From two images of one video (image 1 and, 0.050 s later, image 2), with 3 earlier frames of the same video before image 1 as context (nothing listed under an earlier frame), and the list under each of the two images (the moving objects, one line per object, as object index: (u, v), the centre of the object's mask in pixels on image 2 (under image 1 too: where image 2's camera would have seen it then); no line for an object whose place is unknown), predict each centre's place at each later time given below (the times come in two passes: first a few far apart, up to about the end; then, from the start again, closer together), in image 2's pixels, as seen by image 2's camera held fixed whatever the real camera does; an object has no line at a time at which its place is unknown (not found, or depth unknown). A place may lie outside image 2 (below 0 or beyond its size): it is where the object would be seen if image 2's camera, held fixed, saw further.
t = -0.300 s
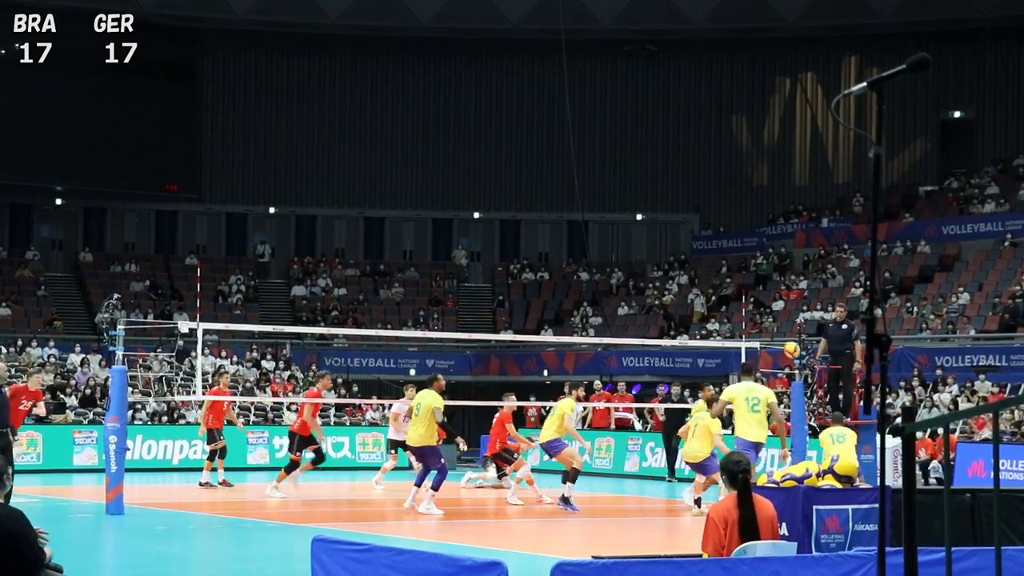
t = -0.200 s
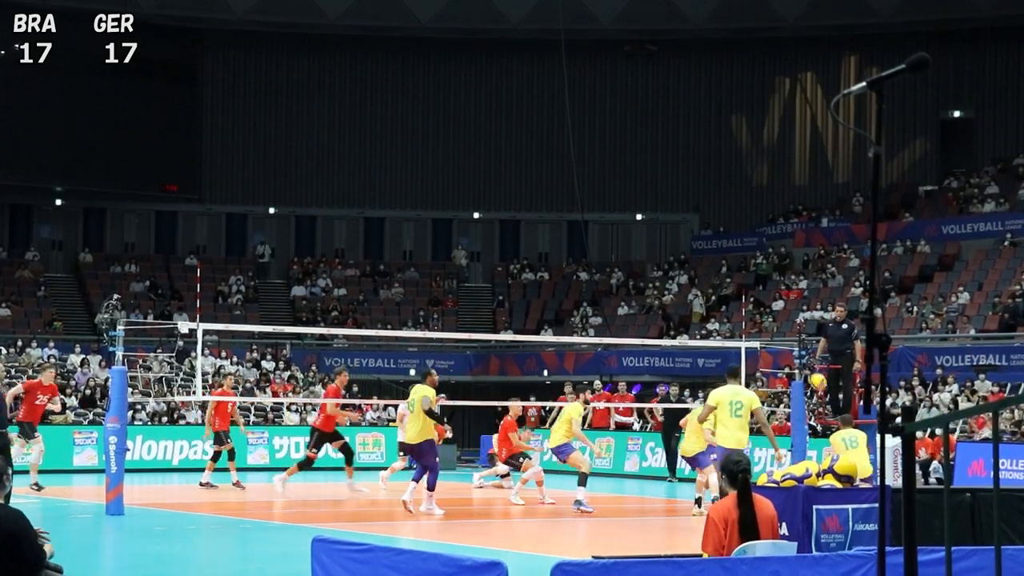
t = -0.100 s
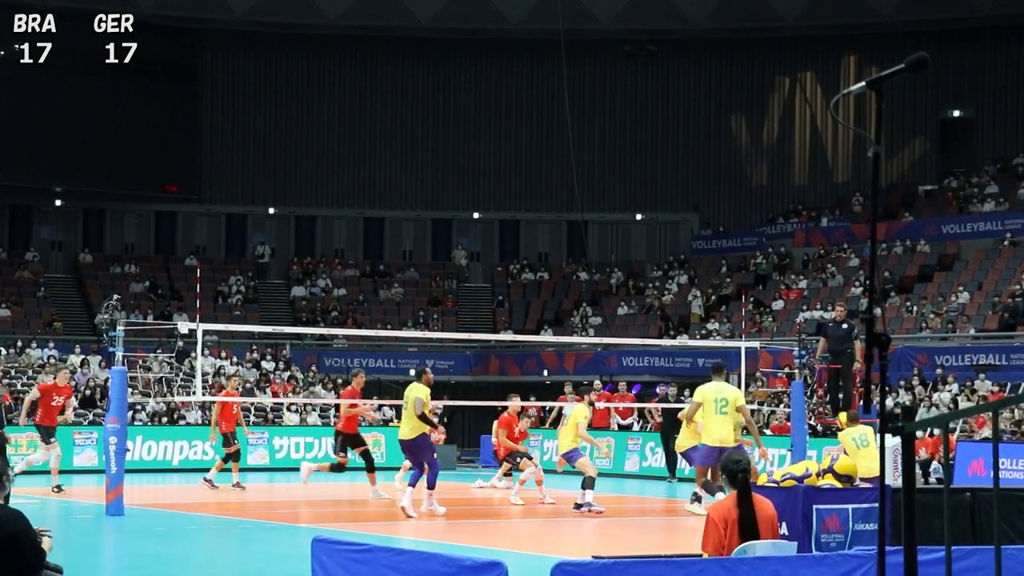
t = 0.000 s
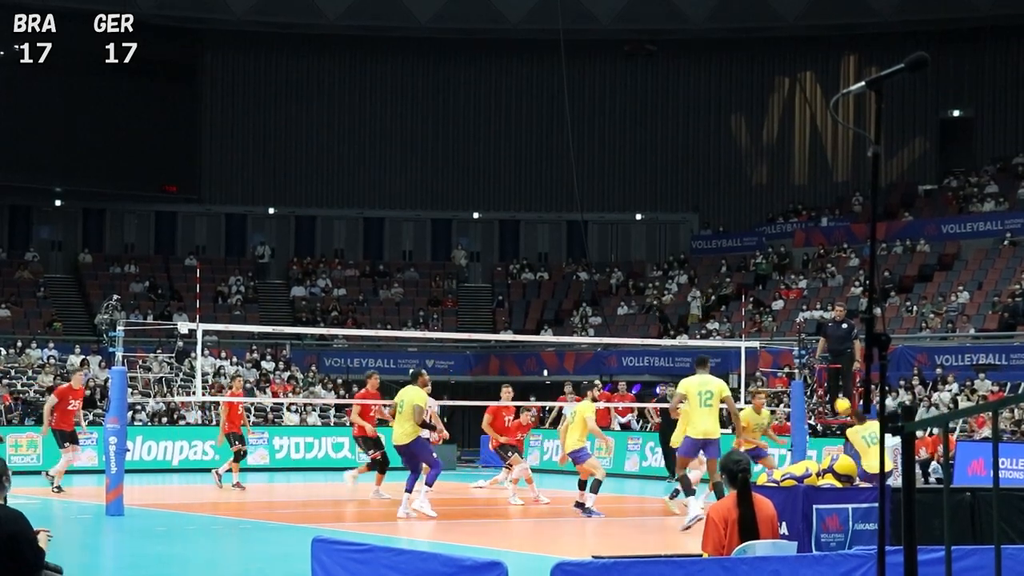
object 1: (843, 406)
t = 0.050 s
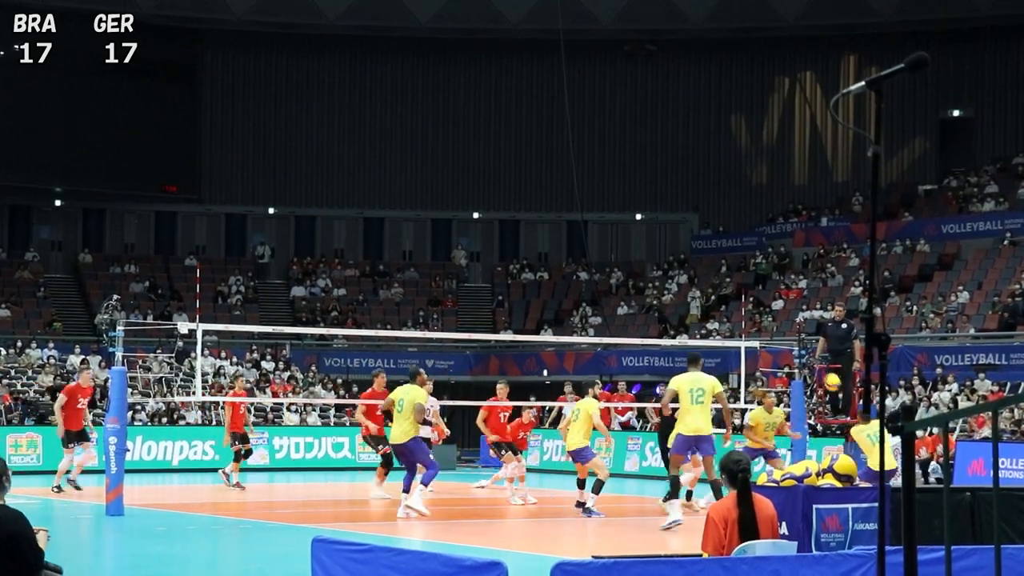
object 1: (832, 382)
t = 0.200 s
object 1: (802, 321)
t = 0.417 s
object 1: (760, 264)
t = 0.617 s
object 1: (723, 240)
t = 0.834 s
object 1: (684, 247)
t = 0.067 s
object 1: (829, 374)
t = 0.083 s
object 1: (825, 367)
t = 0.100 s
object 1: (822, 360)
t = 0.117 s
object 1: (818, 354)
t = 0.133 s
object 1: (815, 346)
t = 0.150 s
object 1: (811, 339)
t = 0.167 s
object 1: (808, 333)
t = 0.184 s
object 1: (804, 327)
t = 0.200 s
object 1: (802, 321)
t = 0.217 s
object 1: (798, 316)
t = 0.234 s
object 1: (795, 310)
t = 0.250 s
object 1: (792, 305)
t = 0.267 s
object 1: (789, 300)
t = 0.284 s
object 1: (785, 294)
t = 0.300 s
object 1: (782, 290)
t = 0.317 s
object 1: (779, 286)
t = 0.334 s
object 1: (776, 282)
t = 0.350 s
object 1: (773, 278)
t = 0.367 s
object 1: (769, 274)
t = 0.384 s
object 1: (766, 270)
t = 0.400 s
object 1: (762, 266)
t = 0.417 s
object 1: (760, 264)
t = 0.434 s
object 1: (757, 261)
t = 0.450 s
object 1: (753, 257)
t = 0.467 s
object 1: (750, 255)
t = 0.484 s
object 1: (747, 253)
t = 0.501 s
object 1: (744, 251)
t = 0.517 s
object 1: (741, 248)
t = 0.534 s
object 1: (738, 247)
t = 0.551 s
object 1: (735, 245)
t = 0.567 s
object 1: (732, 244)
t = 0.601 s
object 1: (726, 241)
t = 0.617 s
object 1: (723, 240)
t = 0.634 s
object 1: (720, 240)
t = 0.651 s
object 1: (717, 239)
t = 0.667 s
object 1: (714, 239)
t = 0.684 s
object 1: (711, 239)
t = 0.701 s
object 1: (708, 239)
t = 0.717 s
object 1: (705, 239)
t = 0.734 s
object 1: (702, 240)
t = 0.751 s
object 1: (699, 241)
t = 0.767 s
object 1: (696, 241)
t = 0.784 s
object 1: (693, 242)
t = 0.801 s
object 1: (690, 244)
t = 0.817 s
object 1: (687, 245)
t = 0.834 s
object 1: (684, 247)
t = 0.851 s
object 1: (681, 249)
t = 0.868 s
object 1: (678, 251)
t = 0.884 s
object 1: (676, 253)
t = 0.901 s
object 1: (672, 255)
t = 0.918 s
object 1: (670, 258)
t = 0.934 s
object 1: (667, 261)
